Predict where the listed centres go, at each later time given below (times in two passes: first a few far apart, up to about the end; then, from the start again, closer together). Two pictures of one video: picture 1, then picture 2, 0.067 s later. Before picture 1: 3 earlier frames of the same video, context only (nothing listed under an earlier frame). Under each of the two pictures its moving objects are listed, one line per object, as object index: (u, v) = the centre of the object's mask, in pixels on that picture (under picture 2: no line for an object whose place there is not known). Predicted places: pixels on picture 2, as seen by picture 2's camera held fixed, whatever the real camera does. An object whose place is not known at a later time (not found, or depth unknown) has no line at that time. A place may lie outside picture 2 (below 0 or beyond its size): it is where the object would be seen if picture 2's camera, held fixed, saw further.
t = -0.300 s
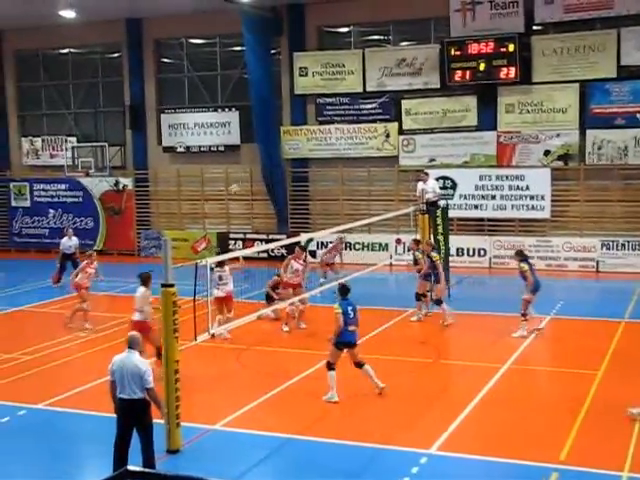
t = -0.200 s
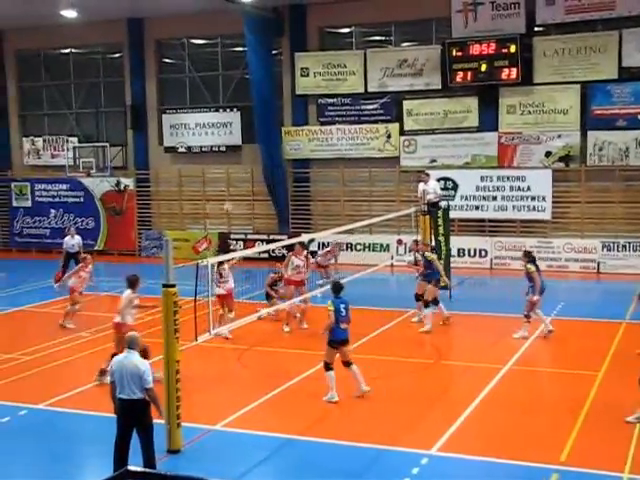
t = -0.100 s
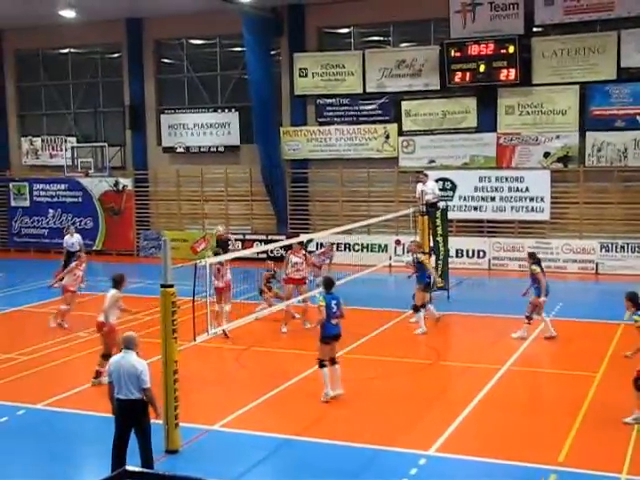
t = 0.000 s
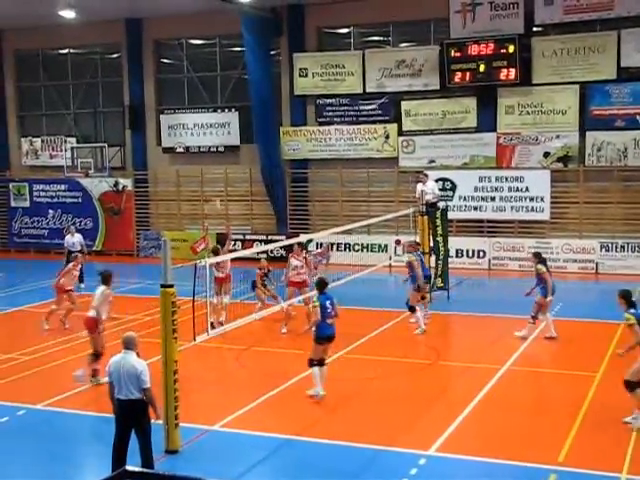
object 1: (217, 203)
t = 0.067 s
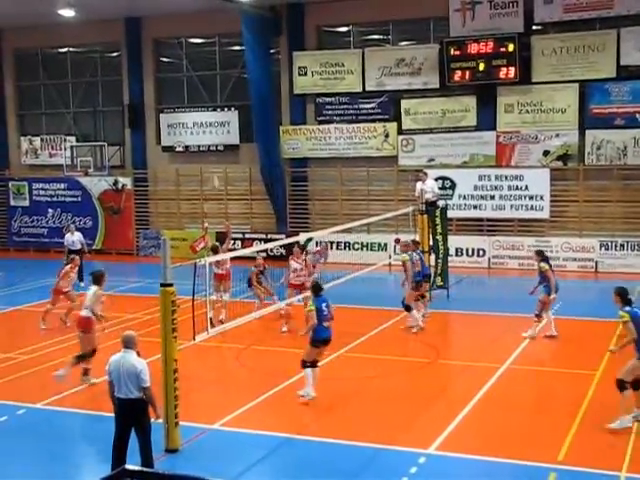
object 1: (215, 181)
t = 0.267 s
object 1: (210, 135)
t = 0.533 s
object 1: (208, 97)
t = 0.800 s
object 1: (207, 99)
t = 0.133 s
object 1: (212, 162)
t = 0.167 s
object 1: (212, 153)
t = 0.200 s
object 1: (212, 147)
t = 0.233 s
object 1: (212, 139)
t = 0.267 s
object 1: (210, 135)
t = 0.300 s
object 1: (209, 130)
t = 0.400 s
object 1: (209, 110)
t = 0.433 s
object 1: (208, 106)
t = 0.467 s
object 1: (208, 103)
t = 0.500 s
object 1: (208, 99)
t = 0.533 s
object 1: (208, 97)
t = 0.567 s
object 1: (208, 96)
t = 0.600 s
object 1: (208, 95)
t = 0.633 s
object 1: (208, 95)
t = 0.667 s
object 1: (208, 95)
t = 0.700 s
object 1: (208, 95)
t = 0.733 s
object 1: (207, 96)
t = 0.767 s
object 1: (207, 98)
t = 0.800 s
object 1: (207, 99)
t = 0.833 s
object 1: (207, 102)
